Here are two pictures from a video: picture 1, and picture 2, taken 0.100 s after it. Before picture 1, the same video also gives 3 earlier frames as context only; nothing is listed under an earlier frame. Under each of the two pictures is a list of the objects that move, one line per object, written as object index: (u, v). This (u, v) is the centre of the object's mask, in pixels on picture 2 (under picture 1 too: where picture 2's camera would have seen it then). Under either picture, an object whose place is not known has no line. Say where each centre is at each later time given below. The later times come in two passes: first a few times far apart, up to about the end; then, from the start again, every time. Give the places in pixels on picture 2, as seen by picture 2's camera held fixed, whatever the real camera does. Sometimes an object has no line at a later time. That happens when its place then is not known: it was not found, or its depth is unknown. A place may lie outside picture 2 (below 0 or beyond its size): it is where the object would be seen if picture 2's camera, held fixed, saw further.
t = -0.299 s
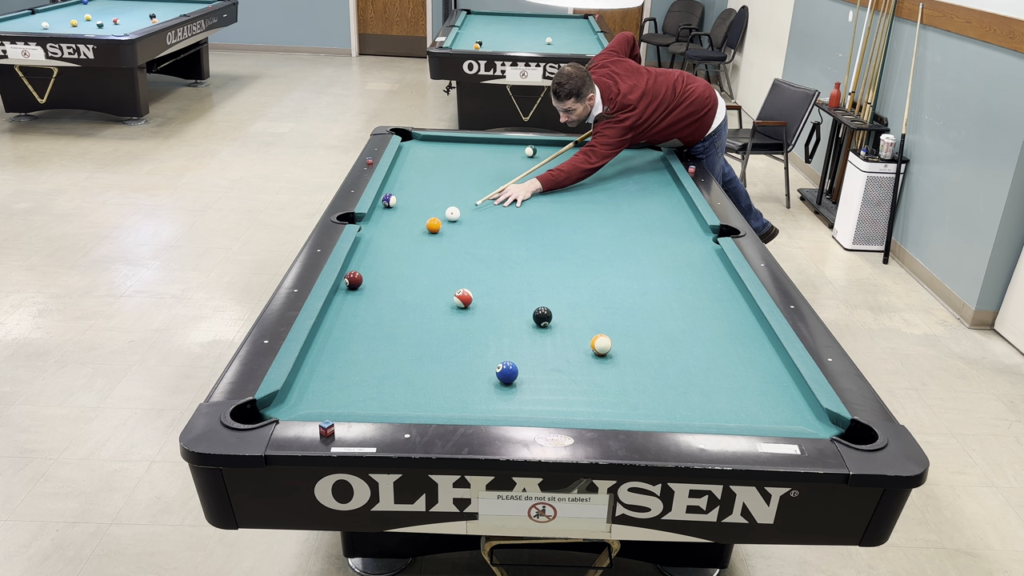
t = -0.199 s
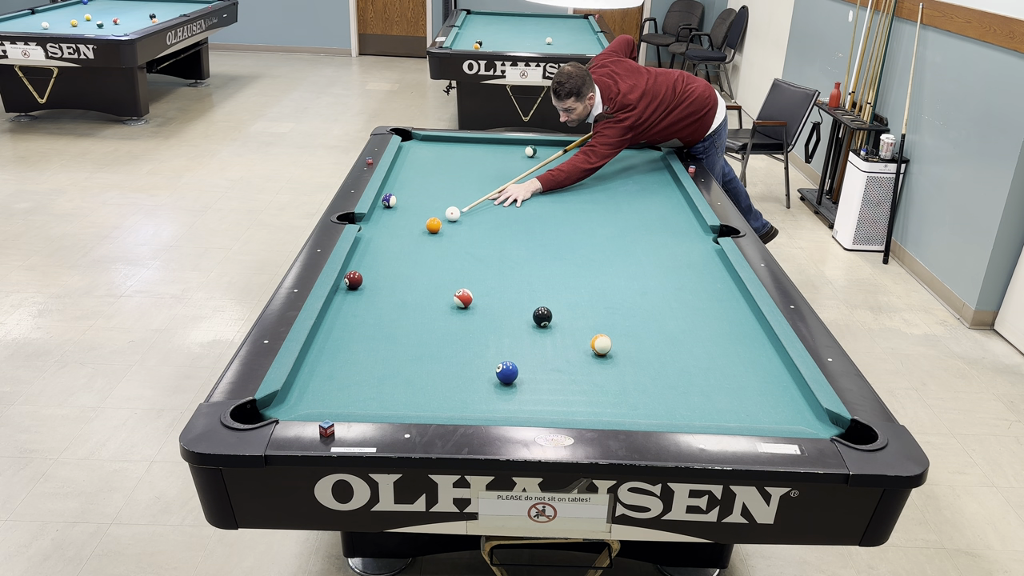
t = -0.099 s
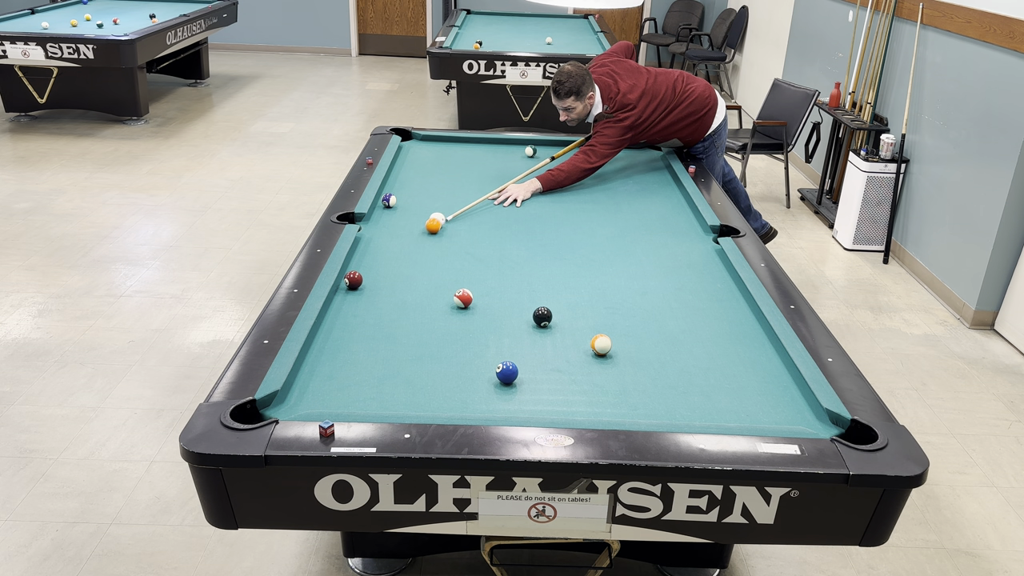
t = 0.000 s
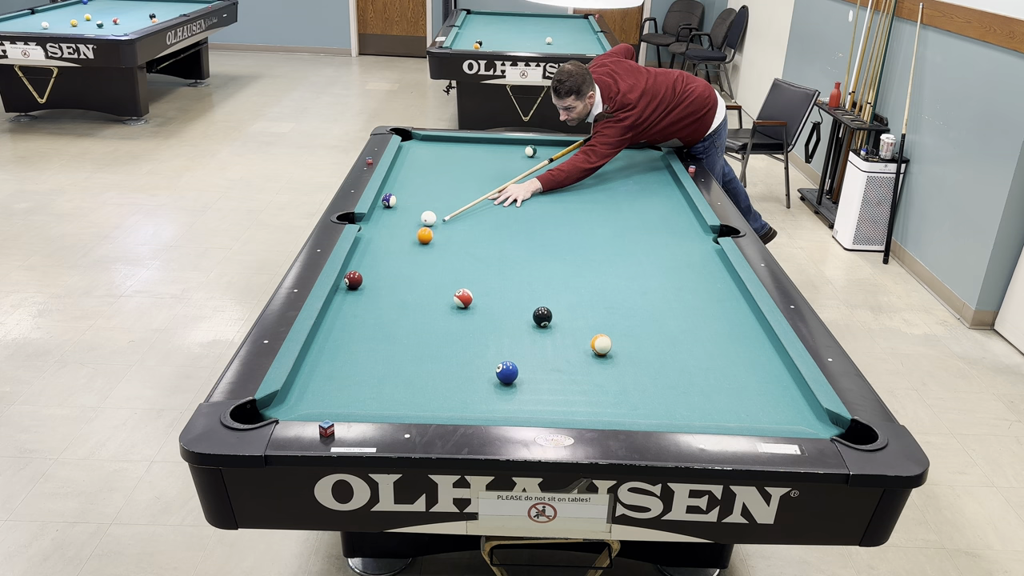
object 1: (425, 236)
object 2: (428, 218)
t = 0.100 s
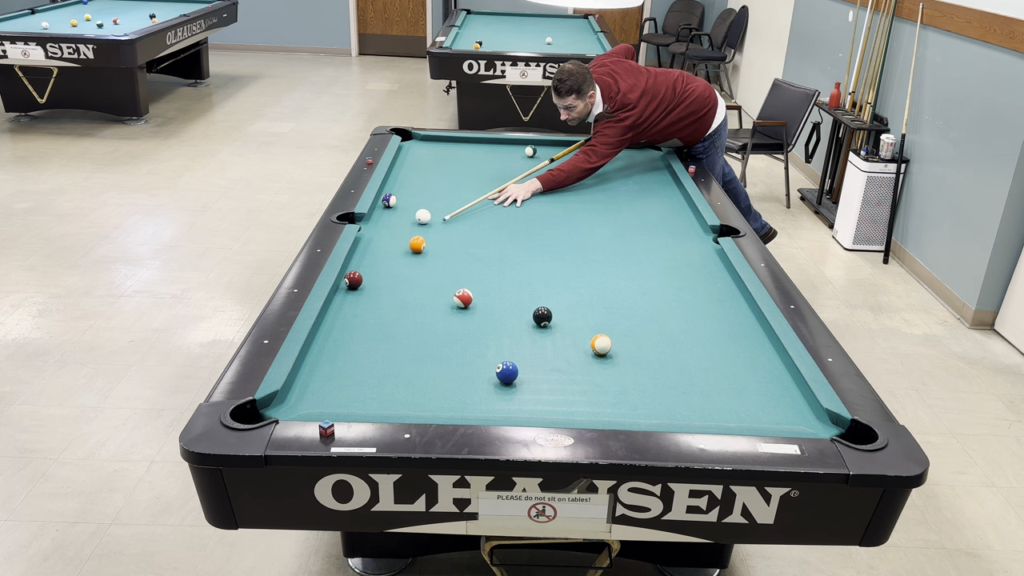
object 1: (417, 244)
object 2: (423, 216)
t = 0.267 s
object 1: (404, 260)
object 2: (414, 213)
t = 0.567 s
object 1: (377, 292)
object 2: (400, 208)
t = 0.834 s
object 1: (350, 324)
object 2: (388, 205)
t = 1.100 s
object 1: (318, 362)
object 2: (380, 204)
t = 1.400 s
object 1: (276, 409)
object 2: (382, 203)
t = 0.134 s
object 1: (414, 247)
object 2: (421, 216)
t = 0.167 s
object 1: (412, 251)
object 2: (419, 215)
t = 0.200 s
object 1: (409, 254)
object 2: (417, 214)
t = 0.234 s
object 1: (406, 257)
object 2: (416, 214)
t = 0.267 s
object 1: (404, 260)
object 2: (414, 213)
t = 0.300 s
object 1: (401, 264)
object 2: (412, 212)
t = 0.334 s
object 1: (398, 267)
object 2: (411, 212)
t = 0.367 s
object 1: (395, 270)
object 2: (409, 212)
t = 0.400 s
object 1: (393, 274)
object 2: (407, 211)
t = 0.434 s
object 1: (389, 277)
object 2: (406, 211)
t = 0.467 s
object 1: (386, 281)
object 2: (404, 210)
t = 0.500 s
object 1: (383, 284)
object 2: (403, 210)
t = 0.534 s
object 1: (380, 288)
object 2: (401, 209)
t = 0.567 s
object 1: (377, 292)
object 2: (400, 208)
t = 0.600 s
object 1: (374, 296)
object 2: (398, 208)
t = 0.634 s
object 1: (371, 300)
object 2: (397, 208)
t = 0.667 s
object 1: (367, 304)
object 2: (395, 207)
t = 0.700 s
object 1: (364, 307)
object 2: (394, 207)
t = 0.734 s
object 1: (360, 311)
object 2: (393, 206)
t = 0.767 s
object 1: (357, 316)
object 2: (391, 206)
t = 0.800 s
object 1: (353, 320)
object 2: (390, 205)
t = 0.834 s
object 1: (350, 324)
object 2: (388, 205)
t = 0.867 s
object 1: (346, 329)
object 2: (387, 205)
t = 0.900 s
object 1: (342, 333)
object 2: (386, 205)
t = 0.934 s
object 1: (338, 337)
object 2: (385, 205)
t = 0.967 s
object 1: (334, 342)
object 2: (384, 204)
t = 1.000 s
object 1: (331, 347)
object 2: (383, 204)
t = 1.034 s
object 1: (326, 352)
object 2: (382, 204)
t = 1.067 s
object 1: (322, 357)
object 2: (381, 204)
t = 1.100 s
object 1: (318, 362)
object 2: (380, 204)
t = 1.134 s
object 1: (314, 367)
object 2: (379, 204)
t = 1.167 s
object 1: (309, 372)
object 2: (379, 204)
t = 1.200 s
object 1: (305, 377)
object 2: (379, 204)
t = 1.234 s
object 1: (300, 383)
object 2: (380, 203)
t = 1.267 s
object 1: (296, 388)
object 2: (380, 203)
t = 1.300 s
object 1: (291, 394)
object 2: (381, 203)
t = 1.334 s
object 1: (286, 399)
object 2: (381, 203)
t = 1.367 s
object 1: (281, 405)
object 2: (382, 203)
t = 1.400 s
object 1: (276, 409)
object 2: (382, 203)
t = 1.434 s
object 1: (271, 415)
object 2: (383, 203)
